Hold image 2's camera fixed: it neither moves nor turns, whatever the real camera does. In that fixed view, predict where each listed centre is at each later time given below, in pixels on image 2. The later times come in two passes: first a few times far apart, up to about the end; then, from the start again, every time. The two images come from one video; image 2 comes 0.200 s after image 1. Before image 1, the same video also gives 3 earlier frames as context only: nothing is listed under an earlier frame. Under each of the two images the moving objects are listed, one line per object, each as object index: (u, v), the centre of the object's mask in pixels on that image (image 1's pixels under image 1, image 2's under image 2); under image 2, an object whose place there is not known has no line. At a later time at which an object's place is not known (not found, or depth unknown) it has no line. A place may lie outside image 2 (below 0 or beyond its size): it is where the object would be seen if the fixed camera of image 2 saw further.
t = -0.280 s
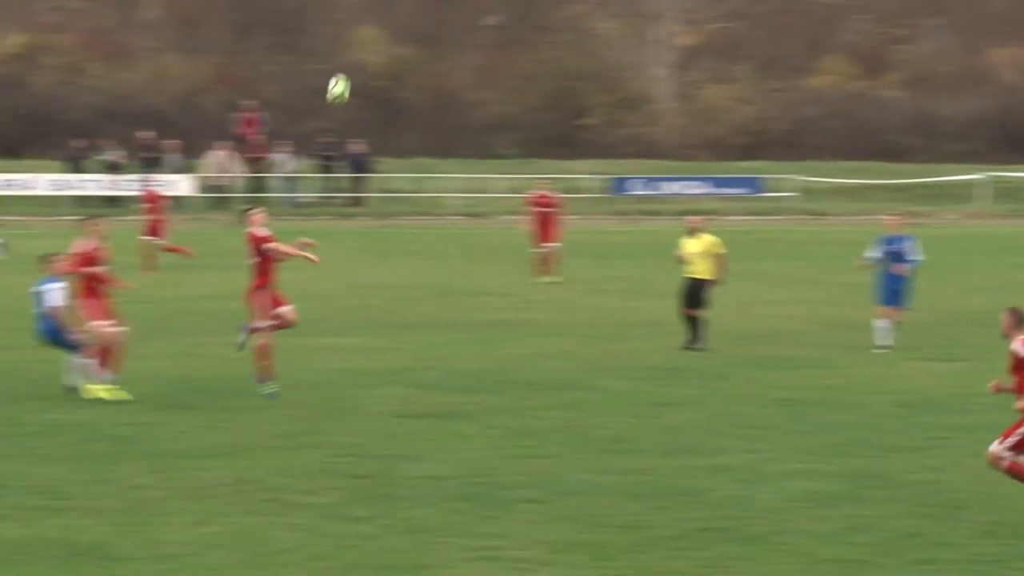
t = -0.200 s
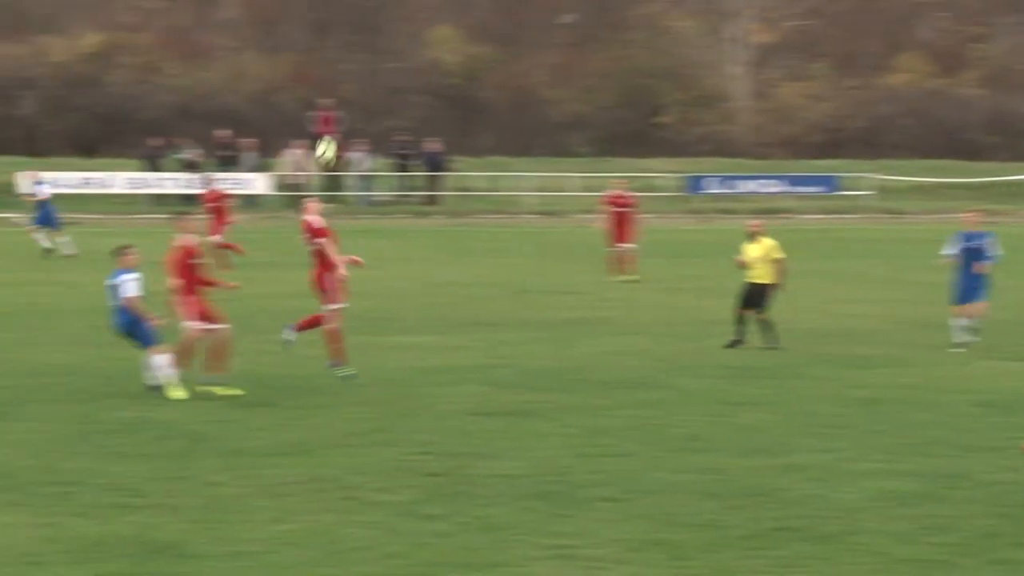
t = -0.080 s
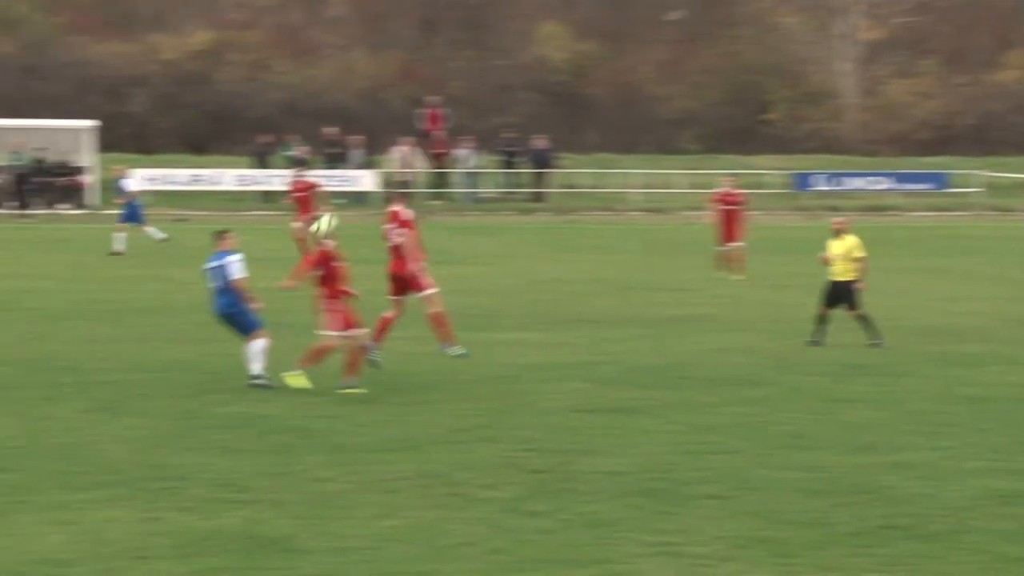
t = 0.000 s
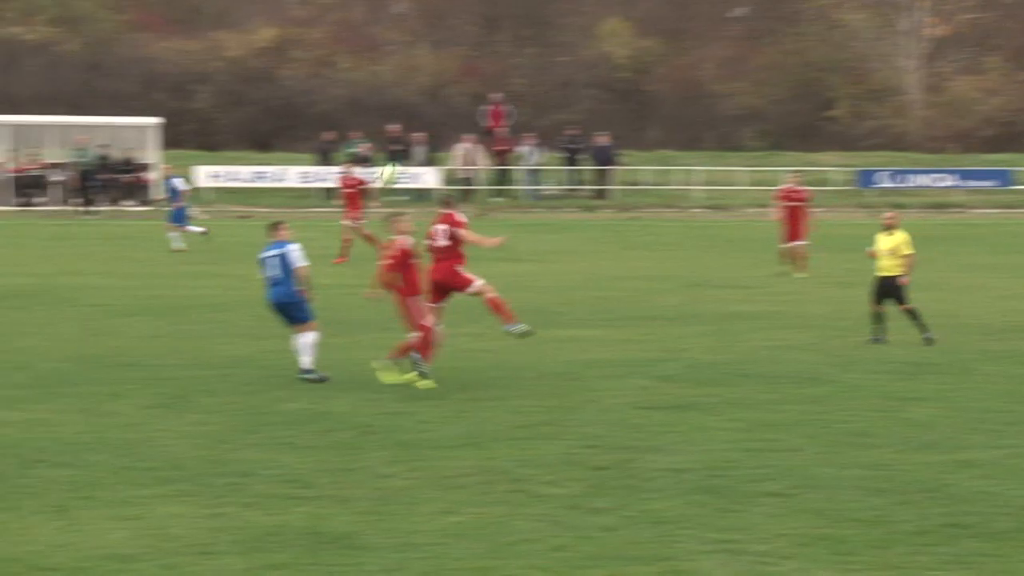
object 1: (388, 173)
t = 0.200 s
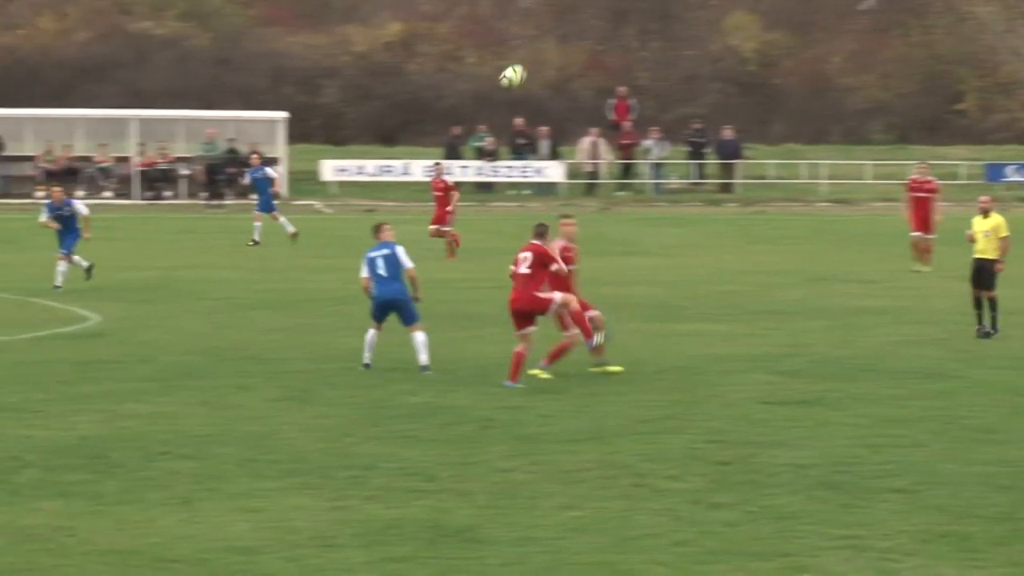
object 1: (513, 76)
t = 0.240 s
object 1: (513, 62)
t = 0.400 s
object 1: (516, 21)
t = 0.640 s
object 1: (519, 4)
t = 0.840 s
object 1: (520, 31)
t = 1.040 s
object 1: (523, 98)
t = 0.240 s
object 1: (513, 62)
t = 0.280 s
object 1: (514, 49)
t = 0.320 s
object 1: (515, 38)
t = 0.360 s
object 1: (516, 29)
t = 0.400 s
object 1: (516, 21)
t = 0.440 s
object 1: (517, 14)
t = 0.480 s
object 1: (517, 9)
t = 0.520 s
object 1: (517, 5)
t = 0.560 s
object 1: (518, 4)
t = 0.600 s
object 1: (518, 3)
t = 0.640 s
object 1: (519, 4)
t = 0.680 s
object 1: (518, 6)
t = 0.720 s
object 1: (519, 10)
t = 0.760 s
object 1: (520, 16)
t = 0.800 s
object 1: (520, 23)
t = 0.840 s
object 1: (520, 31)
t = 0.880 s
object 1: (520, 41)
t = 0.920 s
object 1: (521, 53)
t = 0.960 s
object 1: (522, 66)
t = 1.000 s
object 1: (522, 82)
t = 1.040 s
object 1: (523, 98)
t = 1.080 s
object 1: (523, 115)
